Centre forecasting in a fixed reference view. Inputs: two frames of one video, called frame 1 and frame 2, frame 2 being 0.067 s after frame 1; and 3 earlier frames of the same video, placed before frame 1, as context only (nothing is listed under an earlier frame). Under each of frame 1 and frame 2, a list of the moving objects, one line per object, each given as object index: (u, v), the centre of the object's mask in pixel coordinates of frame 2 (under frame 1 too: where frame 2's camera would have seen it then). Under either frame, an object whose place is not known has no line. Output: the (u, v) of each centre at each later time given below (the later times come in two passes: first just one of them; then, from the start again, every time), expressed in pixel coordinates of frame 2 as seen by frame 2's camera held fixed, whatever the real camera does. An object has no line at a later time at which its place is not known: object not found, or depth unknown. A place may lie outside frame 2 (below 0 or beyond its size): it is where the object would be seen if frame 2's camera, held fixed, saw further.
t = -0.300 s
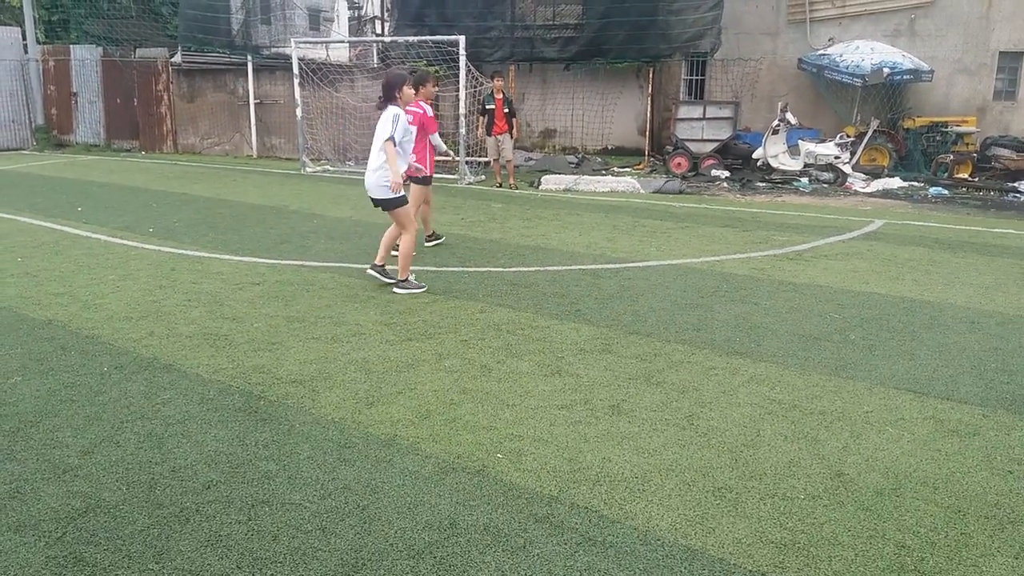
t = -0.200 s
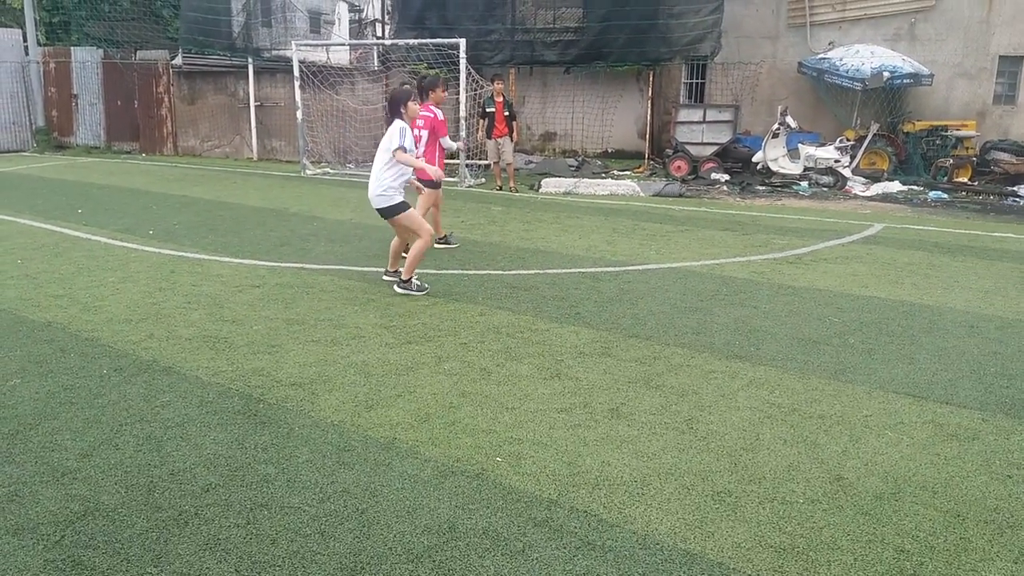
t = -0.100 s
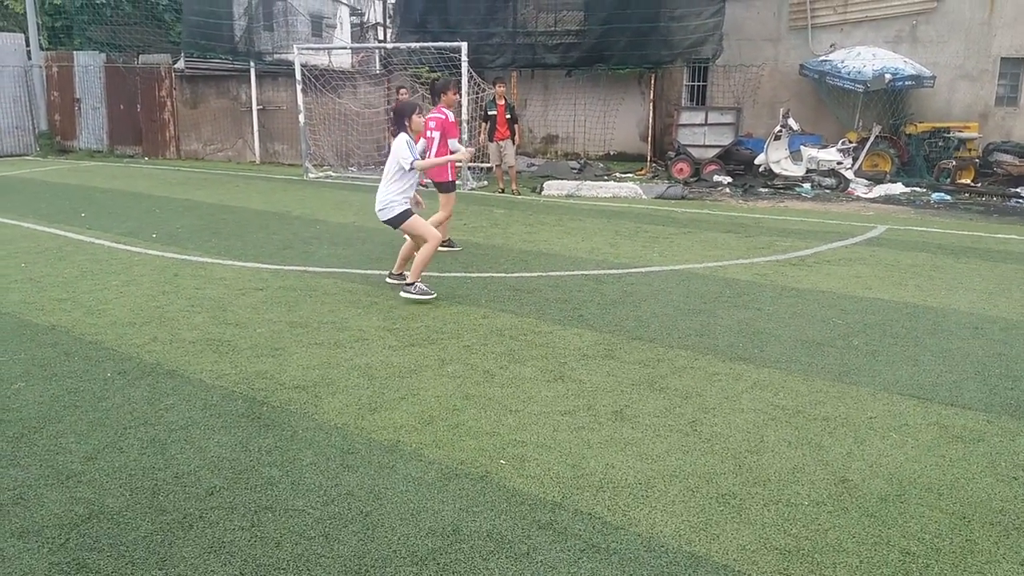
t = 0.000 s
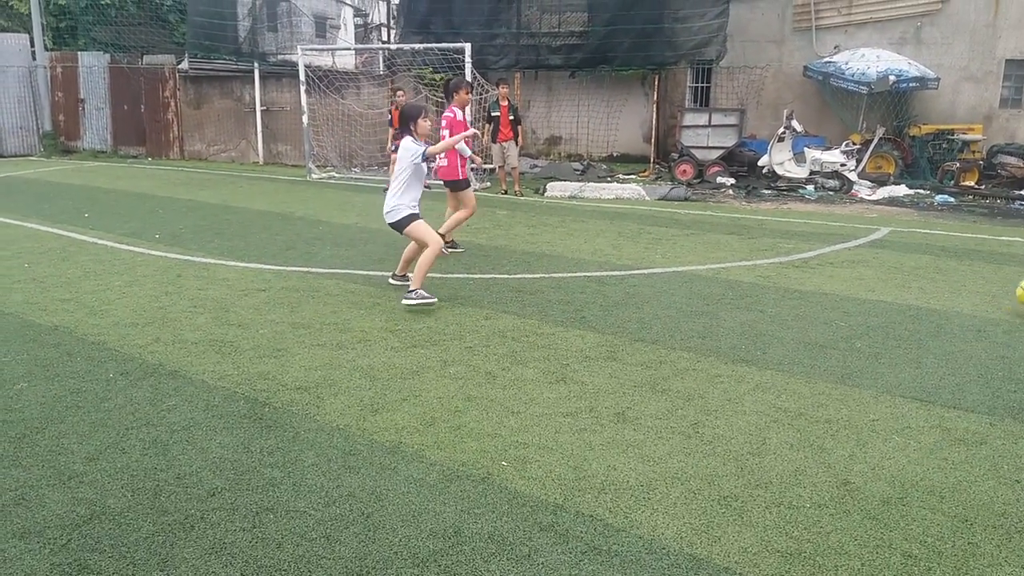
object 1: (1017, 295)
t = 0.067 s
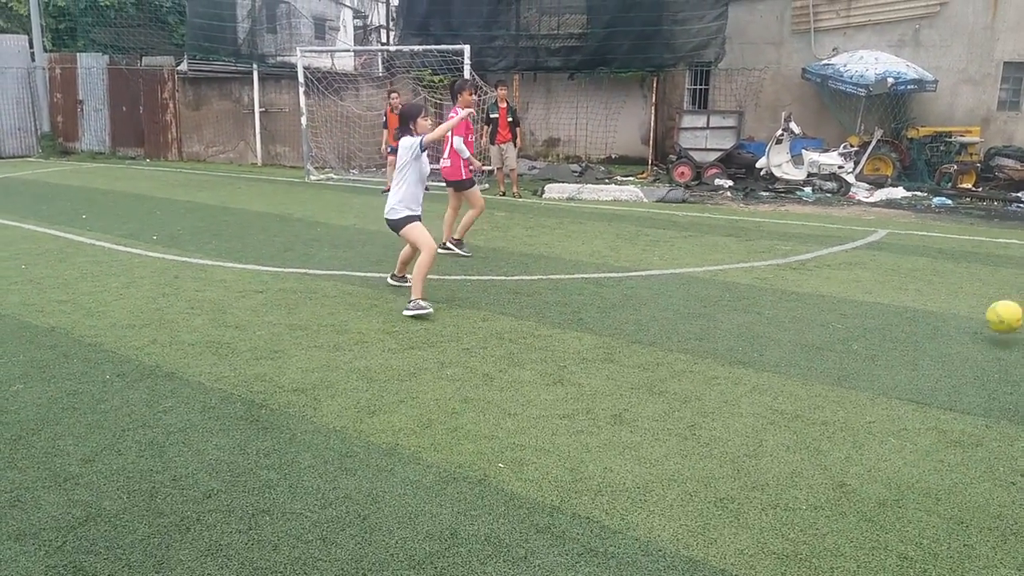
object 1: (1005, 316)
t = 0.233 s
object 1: (928, 378)
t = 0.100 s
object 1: (990, 332)
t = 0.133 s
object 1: (974, 351)
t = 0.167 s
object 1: (960, 357)
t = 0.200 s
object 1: (945, 365)
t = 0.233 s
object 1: (928, 378)
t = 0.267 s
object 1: (909, 393)
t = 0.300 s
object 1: (887, 416)
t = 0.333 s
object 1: (861, 444)
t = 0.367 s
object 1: (831, 479)
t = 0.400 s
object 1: (803, 506)
